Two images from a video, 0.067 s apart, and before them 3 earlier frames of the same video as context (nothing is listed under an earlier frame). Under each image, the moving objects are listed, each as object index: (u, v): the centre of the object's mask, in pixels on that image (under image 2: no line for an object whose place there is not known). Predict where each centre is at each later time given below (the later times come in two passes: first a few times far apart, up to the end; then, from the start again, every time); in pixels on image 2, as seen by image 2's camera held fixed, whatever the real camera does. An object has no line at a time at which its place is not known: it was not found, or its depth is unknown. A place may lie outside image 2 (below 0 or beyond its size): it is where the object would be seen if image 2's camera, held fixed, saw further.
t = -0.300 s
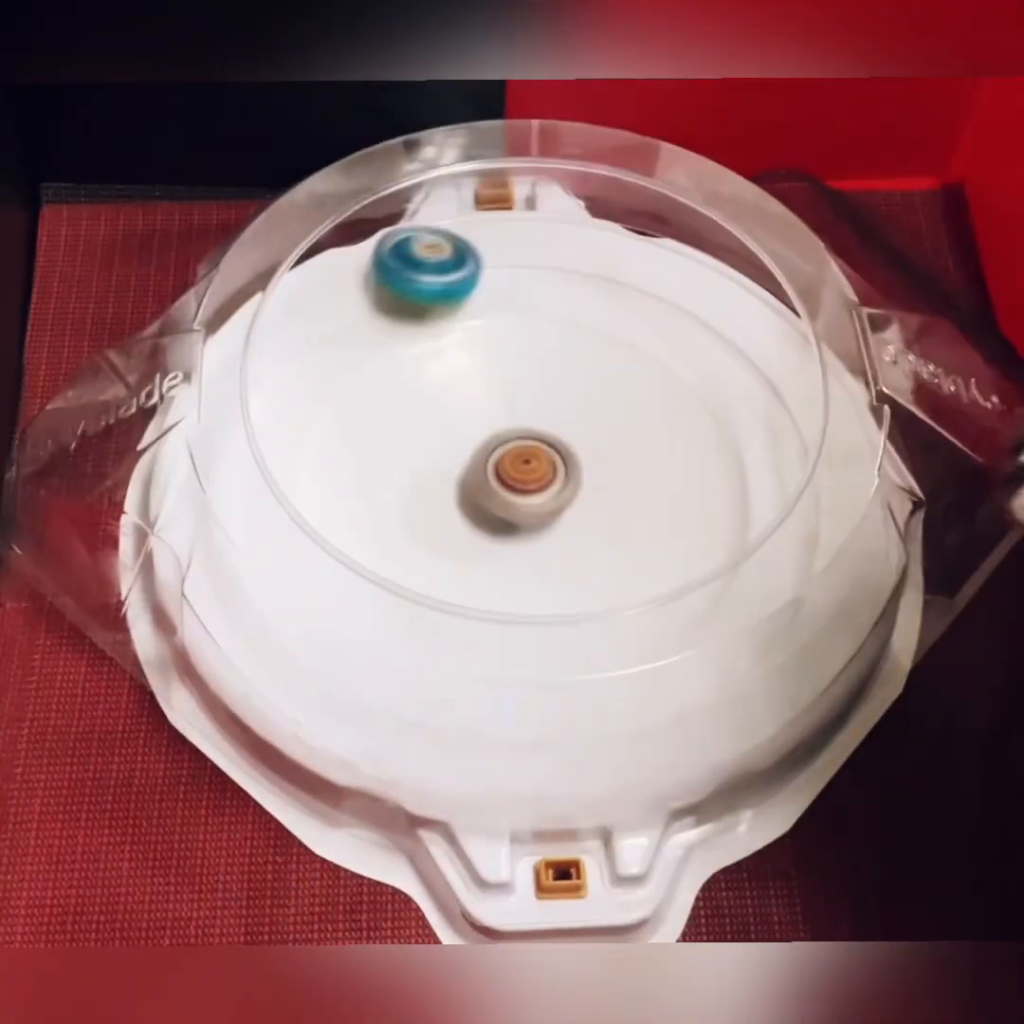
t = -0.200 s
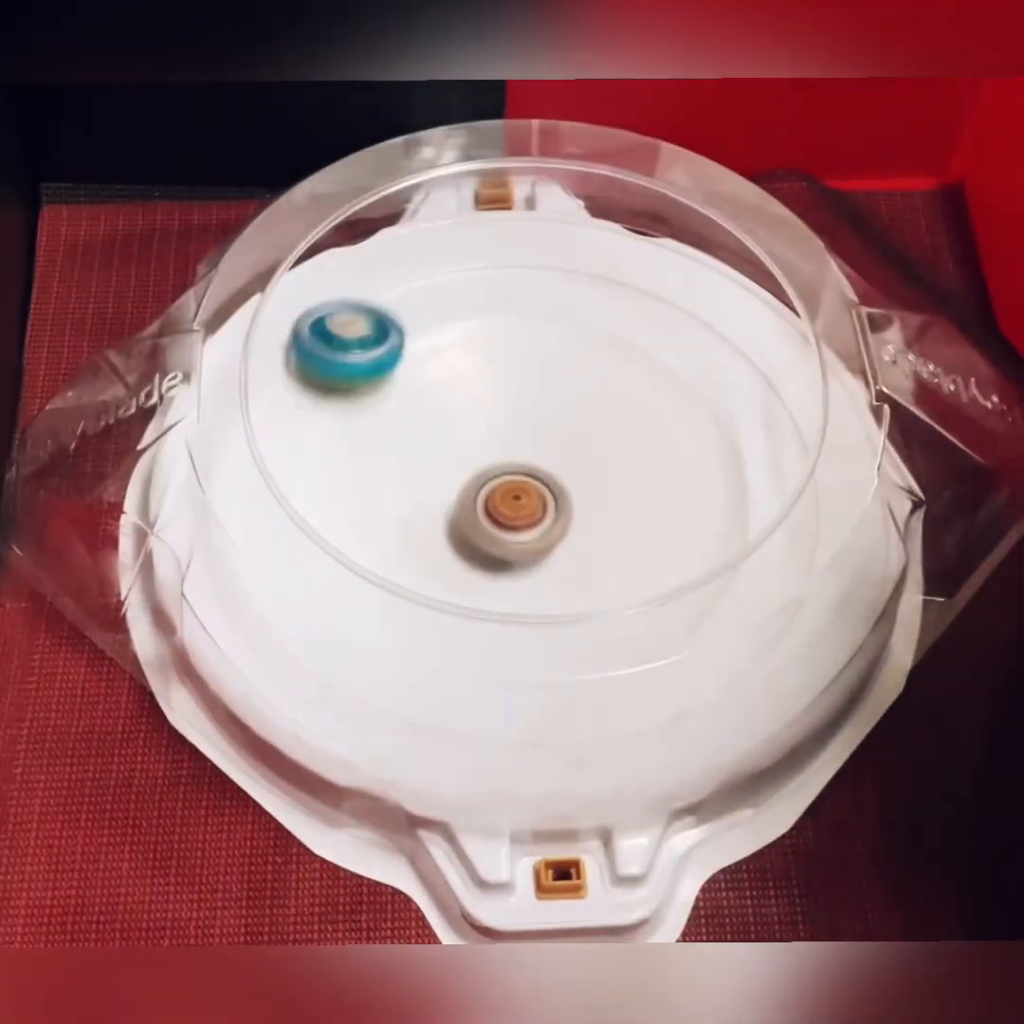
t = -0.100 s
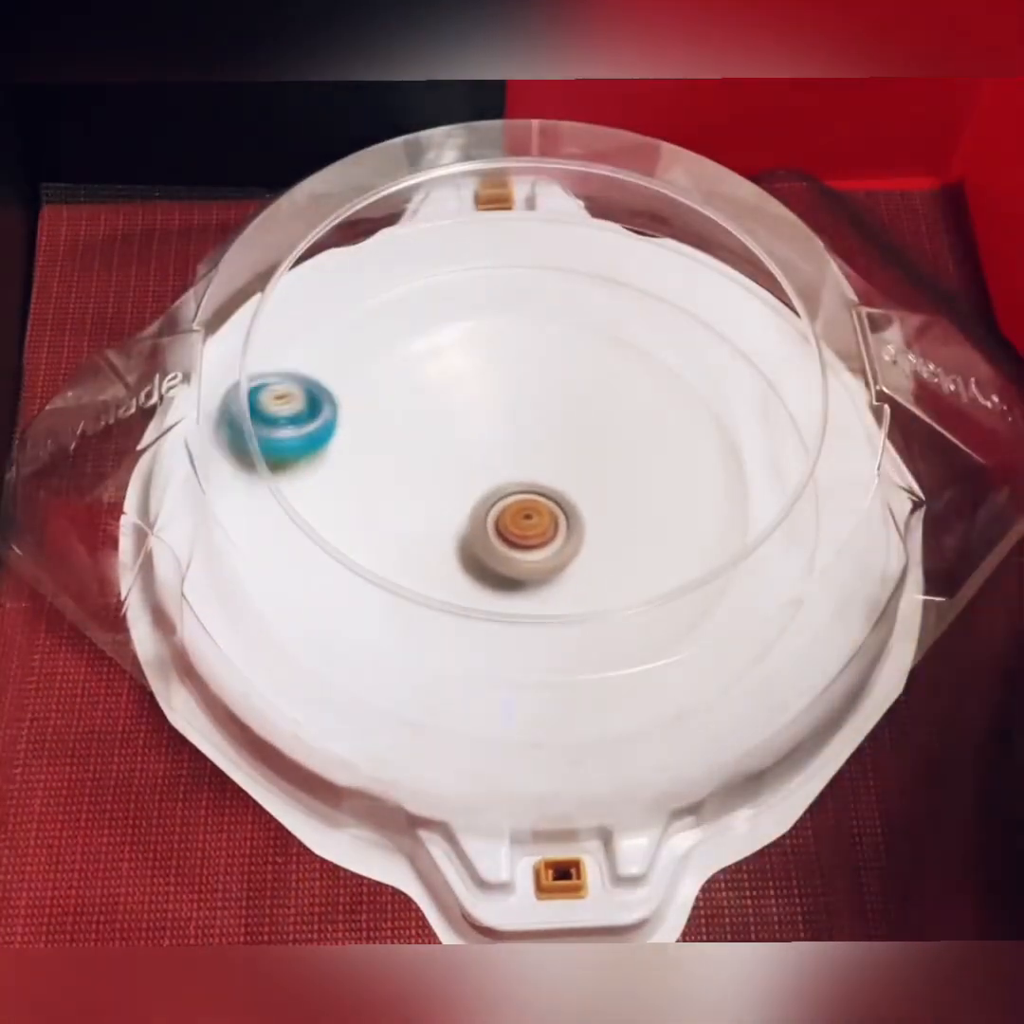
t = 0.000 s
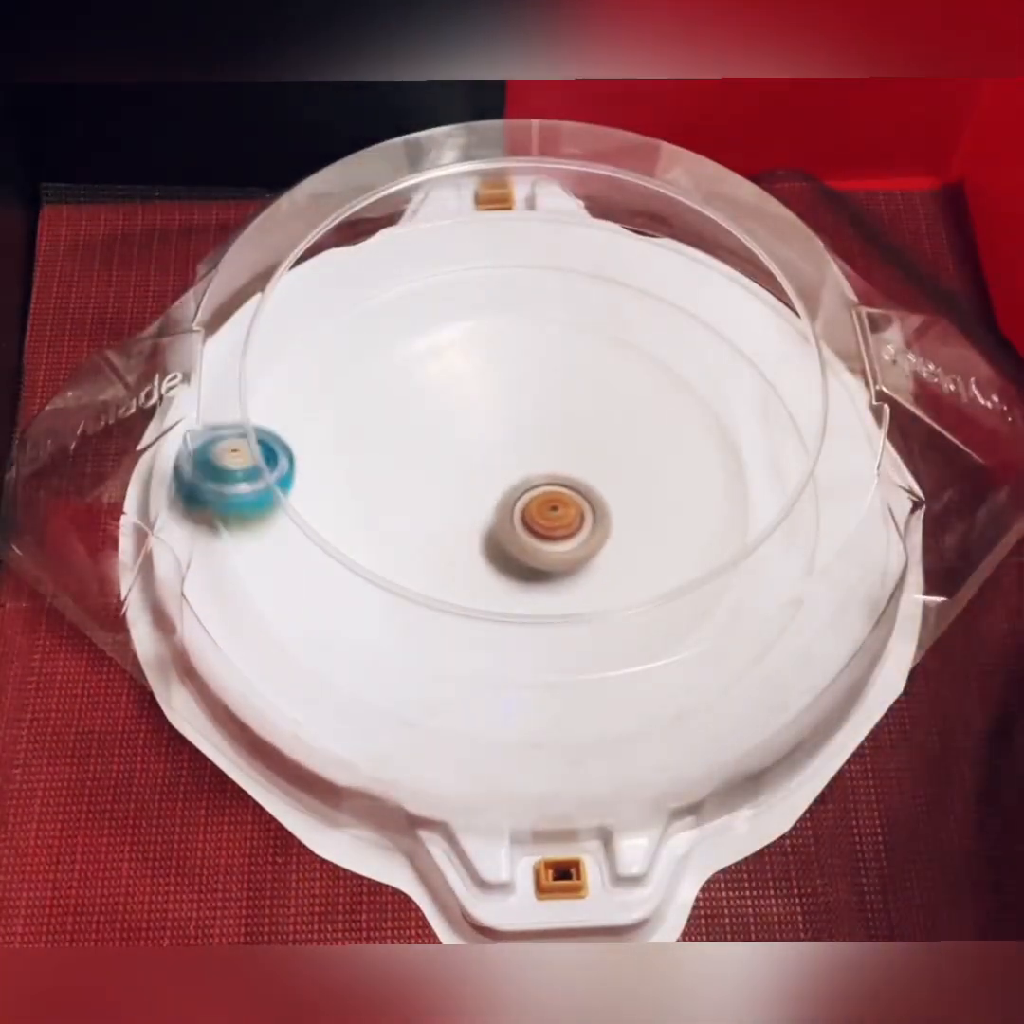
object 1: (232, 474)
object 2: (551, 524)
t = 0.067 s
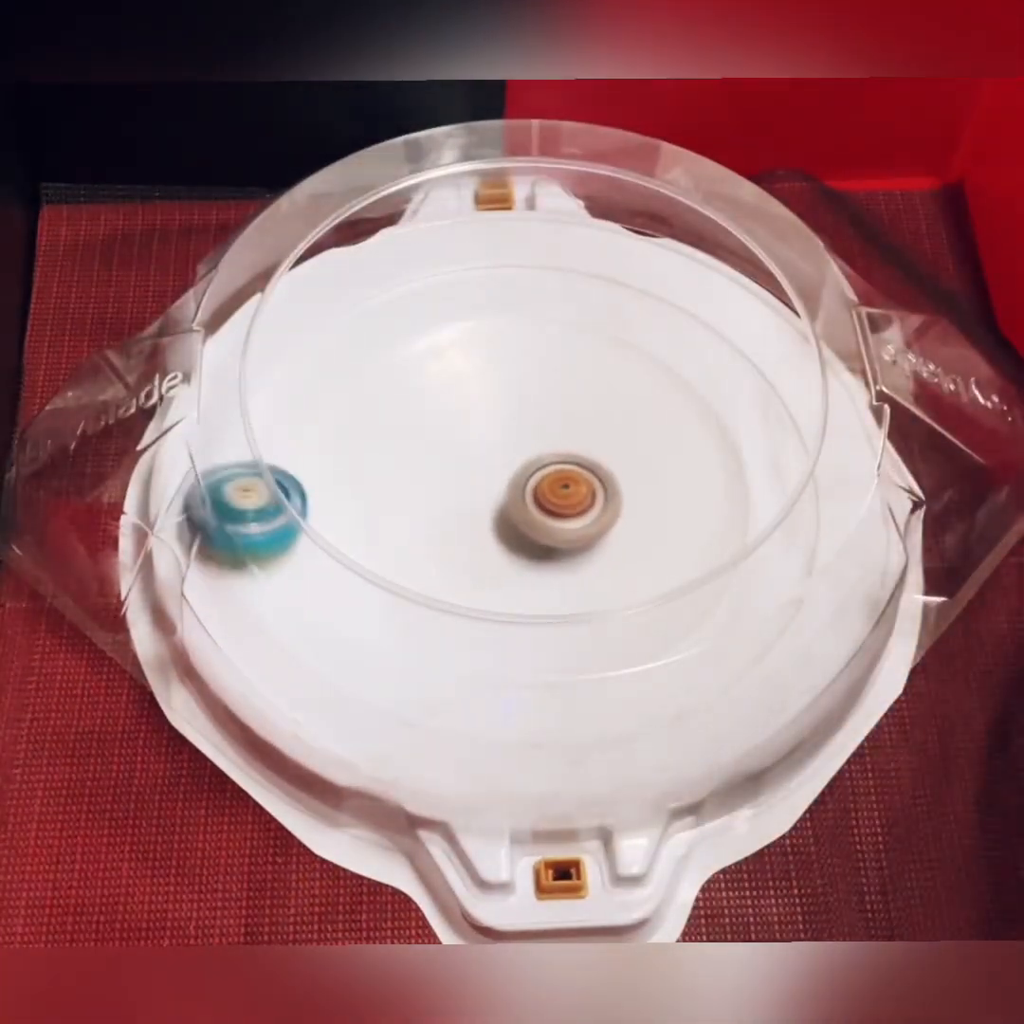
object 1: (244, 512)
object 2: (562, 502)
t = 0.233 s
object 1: (293, 574)
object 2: (522, 439)
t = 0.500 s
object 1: (325, 589)
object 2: (418, 522)
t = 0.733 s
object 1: (274, 587)
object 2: (594, 555)
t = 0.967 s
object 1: (281, 552)
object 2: (601, 392)
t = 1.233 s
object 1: (297, 497)
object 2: (389, 426)
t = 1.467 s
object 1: (210, 543)
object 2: (524, 506)
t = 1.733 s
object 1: (209, 500)
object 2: (595, 447)
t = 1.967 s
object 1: (220, 471)
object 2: (480, 413)
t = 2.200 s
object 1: (262, 454)
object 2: (474, 543)
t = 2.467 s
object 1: (325, 442)
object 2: (629, 498)
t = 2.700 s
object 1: (441, 480)
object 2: (560, 387)
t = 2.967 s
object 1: (542, 531)
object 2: (459, 412)
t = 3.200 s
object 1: (594, 454)
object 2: (470, 526)
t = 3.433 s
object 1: (416, 359)
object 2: (613, 509)
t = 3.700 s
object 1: (282, 532)
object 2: (550, 403)
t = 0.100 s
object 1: (257, 531)
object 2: (562, 488)
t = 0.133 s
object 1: (266, 545)
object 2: (559, 473)
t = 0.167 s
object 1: (276, 556)
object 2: (551, 460)
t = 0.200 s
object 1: (285, 566)
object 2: (537, 448)
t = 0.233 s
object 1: (293, 574)
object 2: (522, 439)
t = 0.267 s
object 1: (299, 580)
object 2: (505, 435)
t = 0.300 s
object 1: (304, 585)
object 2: (488, 435)
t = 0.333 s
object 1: (309, 589)
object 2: (471, 441)
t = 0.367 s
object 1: (313, 592)
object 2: (453, 450)
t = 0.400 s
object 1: (316, 594)
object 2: (437, 463)
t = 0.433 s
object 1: (320, 594)
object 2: (425, 480)
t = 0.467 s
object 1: (323, 592)
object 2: (417, 501)
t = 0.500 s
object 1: (325, 589)
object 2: (418, 522)
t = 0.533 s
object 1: (318, 590)
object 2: (432, 539)
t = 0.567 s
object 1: (308, 595)
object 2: (453, 553)
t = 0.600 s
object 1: (297, 593)
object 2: (479, 563)
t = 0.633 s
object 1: (291, 592)
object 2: (508, 569)
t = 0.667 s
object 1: (285, 591)
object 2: (538, 570)
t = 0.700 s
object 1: (278, 589)
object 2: (568, 565)
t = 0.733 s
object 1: (274, 587)
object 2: (594, 555)
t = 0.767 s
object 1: (273, 586)
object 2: (617, 536)
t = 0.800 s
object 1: (273, 582)
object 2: (633, 514)
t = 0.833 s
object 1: (275, 576)
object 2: (641, 489)
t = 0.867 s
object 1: (277, 571)
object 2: (642, 462)
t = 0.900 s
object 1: (278, 565)
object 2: (635, 438)
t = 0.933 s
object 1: (279, 559)
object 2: (622, 413)
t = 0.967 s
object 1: (281, 552)
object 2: (601, 392)
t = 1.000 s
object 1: (282, 546)
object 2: (576, 375)
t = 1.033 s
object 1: (283, 539)
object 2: (547, 364)
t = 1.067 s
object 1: (288, 530)
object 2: (516, 360)
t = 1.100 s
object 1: (288, 525)
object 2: (486, 361)
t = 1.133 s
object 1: (290, 517)
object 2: (456, 371)
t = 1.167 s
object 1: (291, 511)
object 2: (430, 383)
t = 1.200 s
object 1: (294, 505)
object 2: (406, 403)
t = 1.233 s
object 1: (297, 497)
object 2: (389, 426)
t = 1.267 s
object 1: (275, 504)
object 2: (398, 437)
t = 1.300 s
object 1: (247, 519)
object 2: (420, 447)
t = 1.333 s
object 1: (229, 525)
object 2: (442, 459)
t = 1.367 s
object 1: (217, 541)
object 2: (463, 474)
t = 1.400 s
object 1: (209, 549)
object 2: (485, 488)
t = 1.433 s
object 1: (207, 549)
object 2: (505, 499)
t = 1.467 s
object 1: (210, 543)
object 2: (524, 506)
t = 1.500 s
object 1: (210, 534)
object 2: (543, 509)
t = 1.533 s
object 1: (210, 531)
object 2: (560, 508)
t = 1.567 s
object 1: (210, 525)
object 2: (574, 503)
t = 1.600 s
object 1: (208, 520)
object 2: (586, 496)
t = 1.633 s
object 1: (209, 514)
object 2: (594, 485)
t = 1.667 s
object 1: (209, 510)
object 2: (599, 473)
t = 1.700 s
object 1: (210, 503)
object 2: (599, 460)
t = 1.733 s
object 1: (209, 500)
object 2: (595, 447)
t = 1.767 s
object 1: (209, 496)
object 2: (587, 435)
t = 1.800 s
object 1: (210, 491)
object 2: (575, 423)
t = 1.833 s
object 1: (212, 487)
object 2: (559, 413)
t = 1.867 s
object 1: (214, 483)
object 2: (540, 406)
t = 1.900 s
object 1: (216, 479)
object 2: (518, 404)
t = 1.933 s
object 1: (218, 474)
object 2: (498, 406)
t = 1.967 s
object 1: (220, 471)
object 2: (480, 413)
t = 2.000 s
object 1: (222, 467)
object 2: (463, 426)
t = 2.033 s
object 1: (225, 463)
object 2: (450, 442)
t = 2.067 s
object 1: (228, 460)
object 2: (442, 461)
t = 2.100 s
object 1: (232, 457)
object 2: (440, 482)
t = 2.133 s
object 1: (239, 455)
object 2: (445, 504)
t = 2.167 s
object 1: (251, 457)
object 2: (456, 526)
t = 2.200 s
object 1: (262, 454)
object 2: (474, 543)
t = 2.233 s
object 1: (272, 449)
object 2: (494, 557)
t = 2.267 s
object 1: (280, 448)
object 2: (520, 562)
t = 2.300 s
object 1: (286, 445)
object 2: (546, 563)
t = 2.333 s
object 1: (293, 441)
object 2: (570, 559)
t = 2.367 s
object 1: (299, 439)
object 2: (592, 548)
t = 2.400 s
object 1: (309, 437)
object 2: (610, 533)
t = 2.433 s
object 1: (315, 437)
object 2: (622, 516)
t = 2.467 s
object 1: (325, 442)
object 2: (629, 498)
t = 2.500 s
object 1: (338, 446)
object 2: (633, 478)
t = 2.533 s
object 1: (353, 451)
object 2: (632, 457)
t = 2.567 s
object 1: (369, 456)
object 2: (627, 436)
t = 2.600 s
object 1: (386, 462)
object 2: (616, 418)
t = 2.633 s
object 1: (403, 468)
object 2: (601, 403)
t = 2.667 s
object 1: (422, 474)
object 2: (580, 393)
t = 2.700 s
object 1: (441, 480)
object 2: (560, 387)
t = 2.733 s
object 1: (460, 485)
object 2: (537, 386)
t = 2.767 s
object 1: (476, 491)
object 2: (517, 387)
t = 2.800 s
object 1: (487, 506)
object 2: (506, 378)
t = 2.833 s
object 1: (498, 520)
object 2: (496, 375)
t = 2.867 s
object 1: (510, 526)
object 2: (485, 378)
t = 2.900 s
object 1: (522, 532)
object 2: (475, 386)
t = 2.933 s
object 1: (532, 533)
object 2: (466, 398)
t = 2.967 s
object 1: (542, 531)
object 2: (459, 412)
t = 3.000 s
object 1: (551, 525)
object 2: (454, 429)
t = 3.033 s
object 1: (557, 518)
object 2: (452, 448)
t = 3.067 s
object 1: (564, 510)
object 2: (453, 467)
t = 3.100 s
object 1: (580, 501)
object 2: (448, 481)
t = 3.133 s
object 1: (591, 489)
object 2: (449, 496)
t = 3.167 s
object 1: (594, 473)
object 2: (456, 512)
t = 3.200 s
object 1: (594, 454)
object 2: (470, 526)
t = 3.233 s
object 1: (587, 433)
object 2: (488, 538)
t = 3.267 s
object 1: (572, 411)
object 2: (511, 546)
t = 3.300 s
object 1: (553, 386)
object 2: (535, 549)
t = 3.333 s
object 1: (524, 370)
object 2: (559, 546)
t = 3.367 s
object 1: (490, 359)
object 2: (581, 537)
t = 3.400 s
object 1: (453, 356)
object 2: (599, 525)
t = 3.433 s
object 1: (416, 359)
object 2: (613, 509)
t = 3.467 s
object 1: (382, 371)
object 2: (622, 491)
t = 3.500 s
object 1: (349, 387)
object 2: (625, 471)
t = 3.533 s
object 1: (319, 407)
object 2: (623, 453)
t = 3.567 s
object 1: (296, 432)
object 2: (615, 436)
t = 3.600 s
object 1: (278, 458)
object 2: (602, 423)
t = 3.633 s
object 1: (271, 484)
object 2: (587, 412)
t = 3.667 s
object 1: (275, 510)
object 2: (569, 406)
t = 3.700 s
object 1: (282, 532)
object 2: (550, 403)
